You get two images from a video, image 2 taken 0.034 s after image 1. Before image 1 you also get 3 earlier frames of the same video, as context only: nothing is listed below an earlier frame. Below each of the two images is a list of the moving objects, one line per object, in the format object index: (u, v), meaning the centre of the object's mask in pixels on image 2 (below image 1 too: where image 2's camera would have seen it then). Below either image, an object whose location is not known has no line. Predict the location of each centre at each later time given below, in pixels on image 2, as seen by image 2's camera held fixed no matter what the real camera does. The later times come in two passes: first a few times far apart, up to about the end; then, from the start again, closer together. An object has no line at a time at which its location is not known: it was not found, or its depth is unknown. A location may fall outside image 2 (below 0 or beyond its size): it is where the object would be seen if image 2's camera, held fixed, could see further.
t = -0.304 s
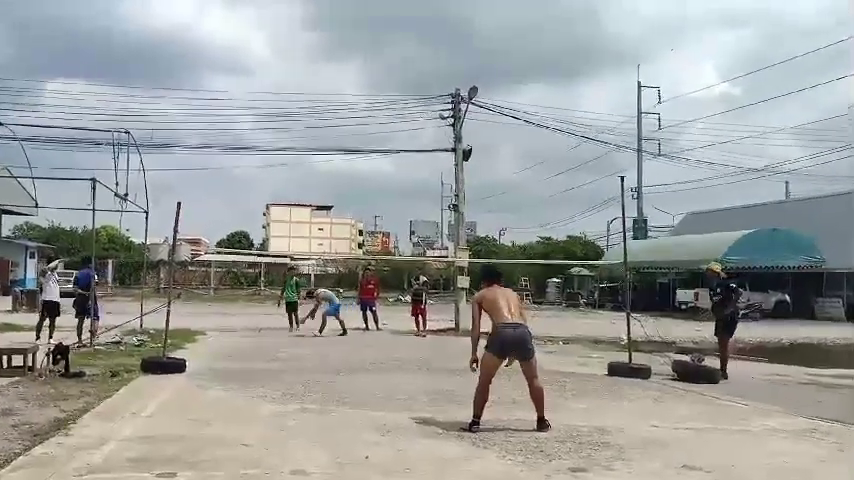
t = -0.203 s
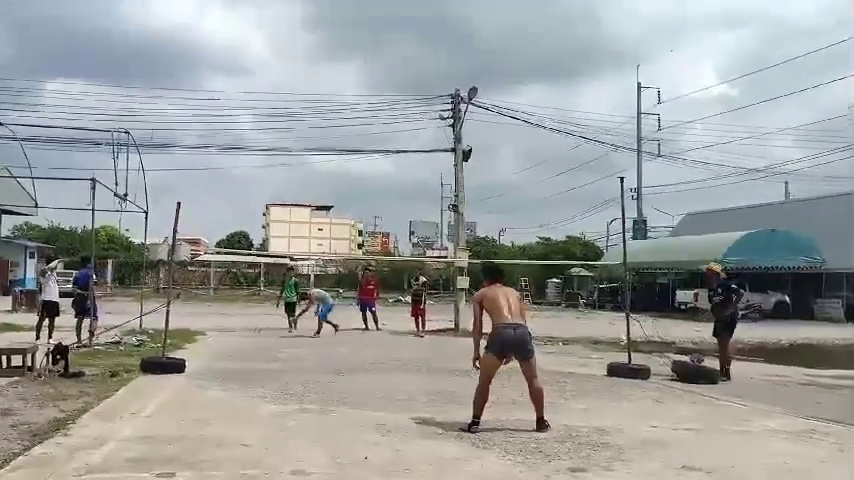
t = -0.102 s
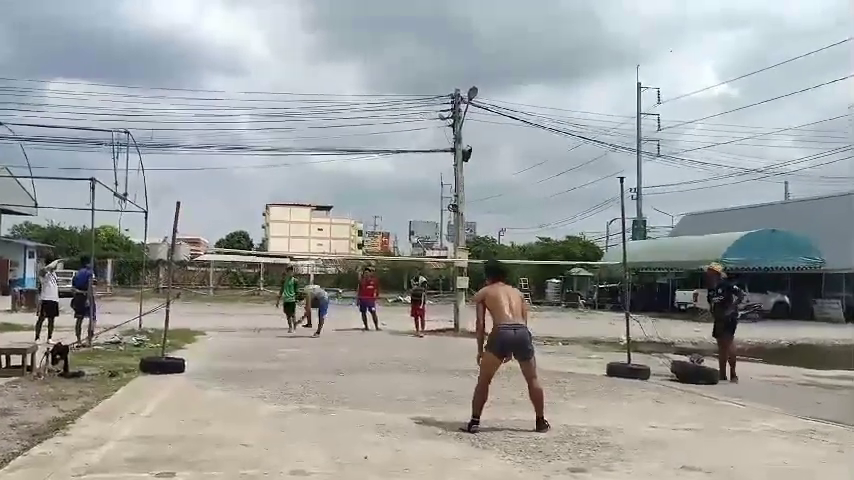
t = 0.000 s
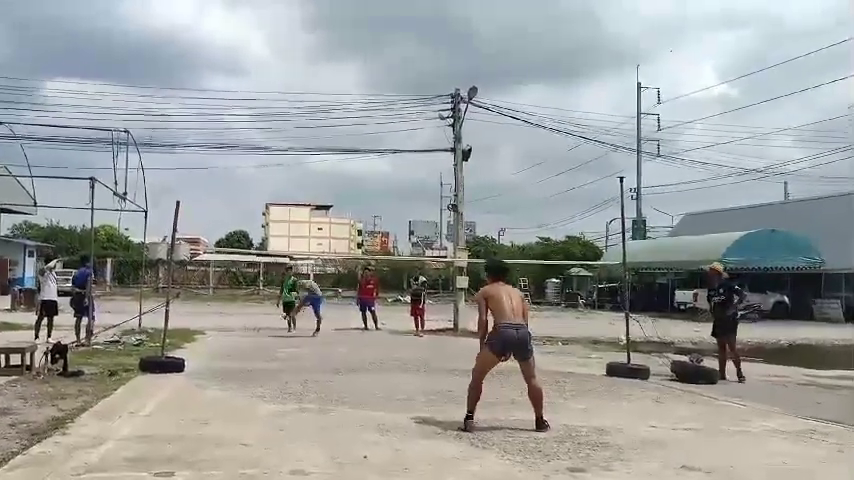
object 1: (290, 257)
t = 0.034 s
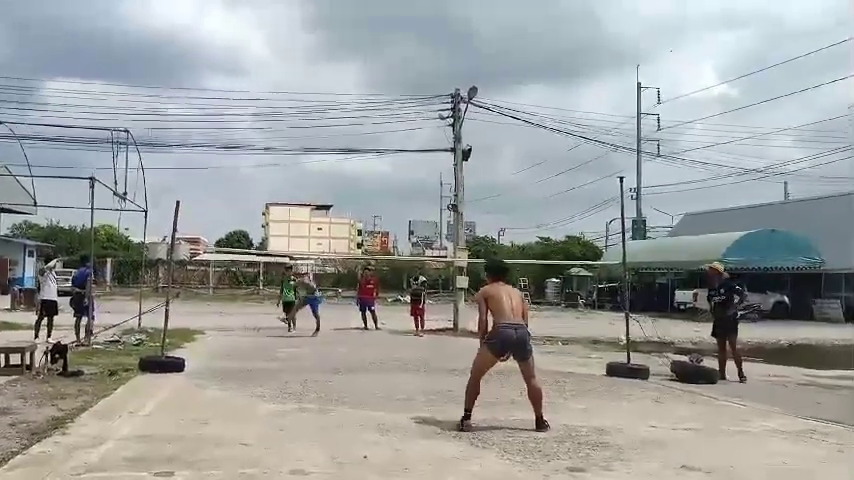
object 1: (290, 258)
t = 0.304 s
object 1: (277, 209)
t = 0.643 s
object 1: (261, 146)
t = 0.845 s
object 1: (251, 137)
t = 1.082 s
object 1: (239, 182)
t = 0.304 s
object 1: (277, 209)
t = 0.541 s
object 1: (266, 160)
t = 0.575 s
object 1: (264, 155)
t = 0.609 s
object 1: (263, 150)
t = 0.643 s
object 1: (261, 146)
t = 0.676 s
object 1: (259, 143)
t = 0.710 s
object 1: (257, 140)
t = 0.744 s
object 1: (256, 138)
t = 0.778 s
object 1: (254, 137)
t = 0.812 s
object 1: (253, 137)
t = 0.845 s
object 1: (251, 137)
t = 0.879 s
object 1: (249, 140)
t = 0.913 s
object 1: (248, 142)
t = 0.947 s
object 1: (246, 147)
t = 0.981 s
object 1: (245, 153)
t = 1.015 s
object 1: (243, 161)
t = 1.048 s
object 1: (241, 171)
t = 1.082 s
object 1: (239, 182)
